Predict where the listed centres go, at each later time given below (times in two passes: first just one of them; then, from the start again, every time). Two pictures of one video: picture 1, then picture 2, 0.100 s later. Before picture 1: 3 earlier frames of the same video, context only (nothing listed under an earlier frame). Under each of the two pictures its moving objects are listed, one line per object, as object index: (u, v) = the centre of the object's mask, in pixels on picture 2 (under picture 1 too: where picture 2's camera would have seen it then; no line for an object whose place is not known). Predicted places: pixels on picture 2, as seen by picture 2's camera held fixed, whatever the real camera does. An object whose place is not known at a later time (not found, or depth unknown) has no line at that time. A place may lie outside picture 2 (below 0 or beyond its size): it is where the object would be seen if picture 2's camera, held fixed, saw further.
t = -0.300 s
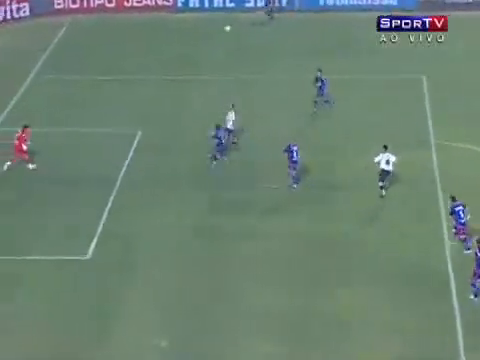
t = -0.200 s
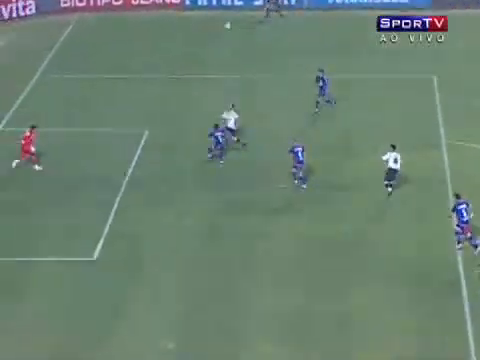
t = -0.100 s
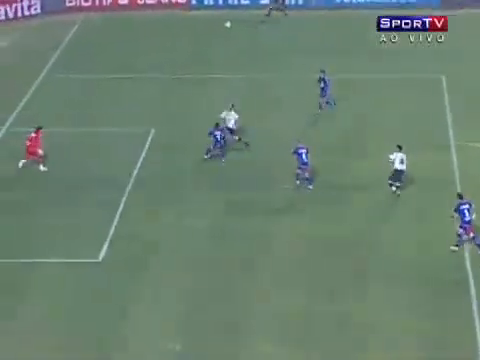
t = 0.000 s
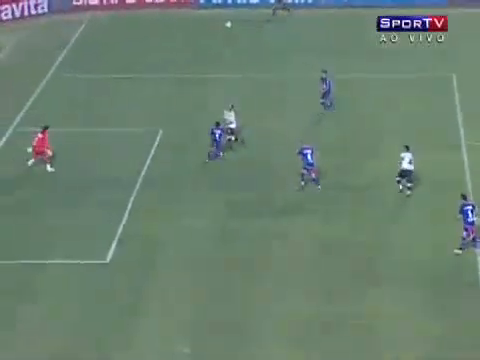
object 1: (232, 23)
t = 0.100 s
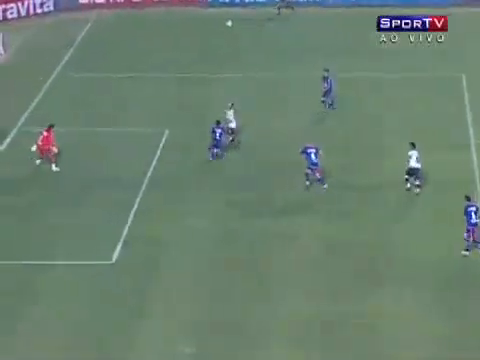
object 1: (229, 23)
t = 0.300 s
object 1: (222, 29)
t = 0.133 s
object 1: (228, 24)
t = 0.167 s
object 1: (225, 26)
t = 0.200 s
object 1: (224, 26)
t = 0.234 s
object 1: (224, 27)
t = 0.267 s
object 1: (223, 28)
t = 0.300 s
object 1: (222, 29)
